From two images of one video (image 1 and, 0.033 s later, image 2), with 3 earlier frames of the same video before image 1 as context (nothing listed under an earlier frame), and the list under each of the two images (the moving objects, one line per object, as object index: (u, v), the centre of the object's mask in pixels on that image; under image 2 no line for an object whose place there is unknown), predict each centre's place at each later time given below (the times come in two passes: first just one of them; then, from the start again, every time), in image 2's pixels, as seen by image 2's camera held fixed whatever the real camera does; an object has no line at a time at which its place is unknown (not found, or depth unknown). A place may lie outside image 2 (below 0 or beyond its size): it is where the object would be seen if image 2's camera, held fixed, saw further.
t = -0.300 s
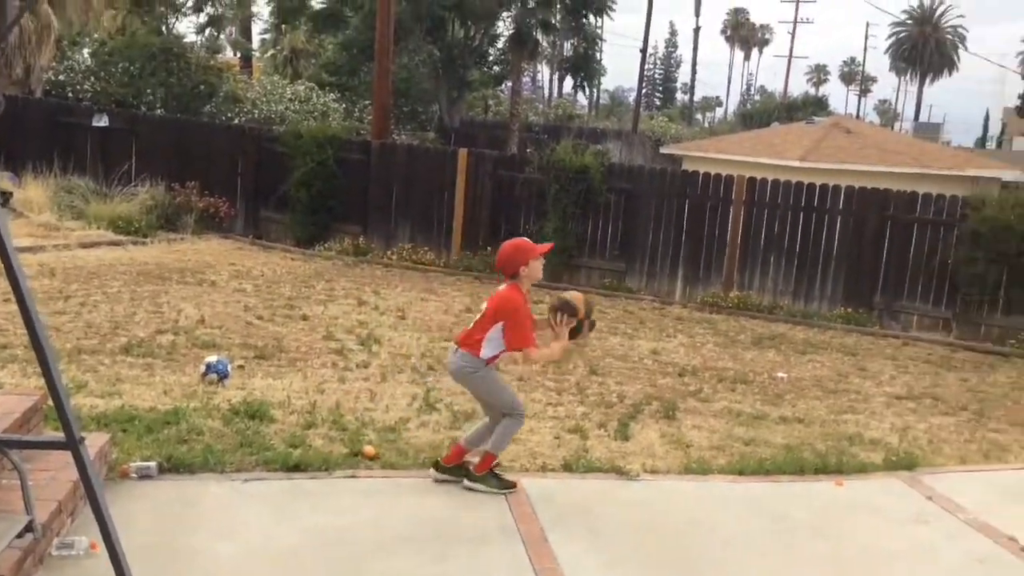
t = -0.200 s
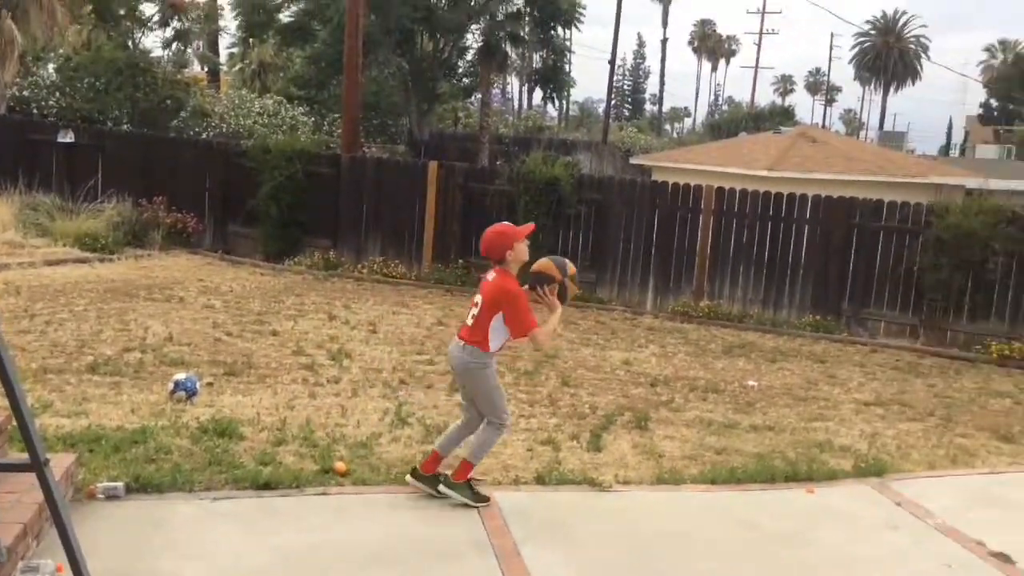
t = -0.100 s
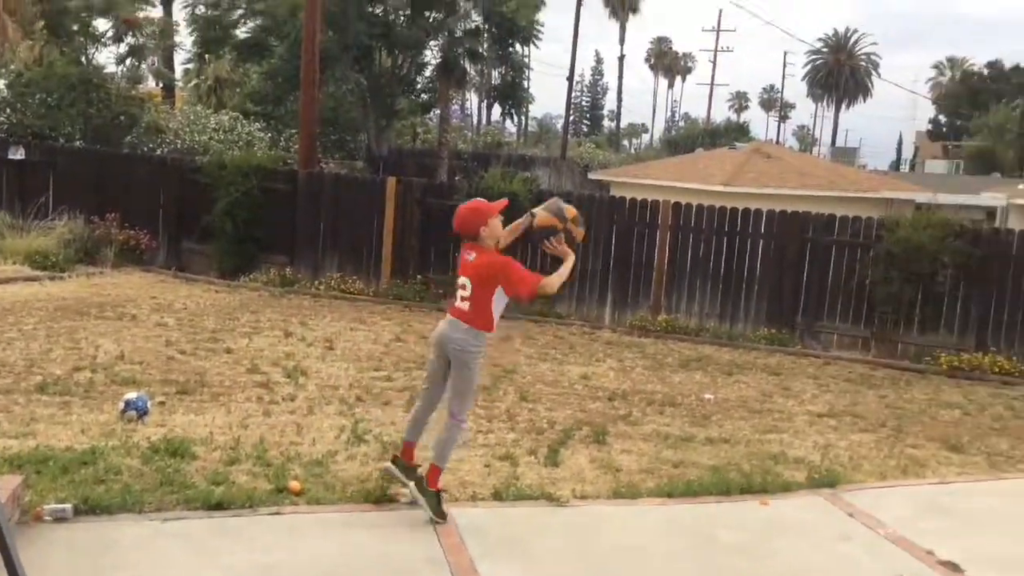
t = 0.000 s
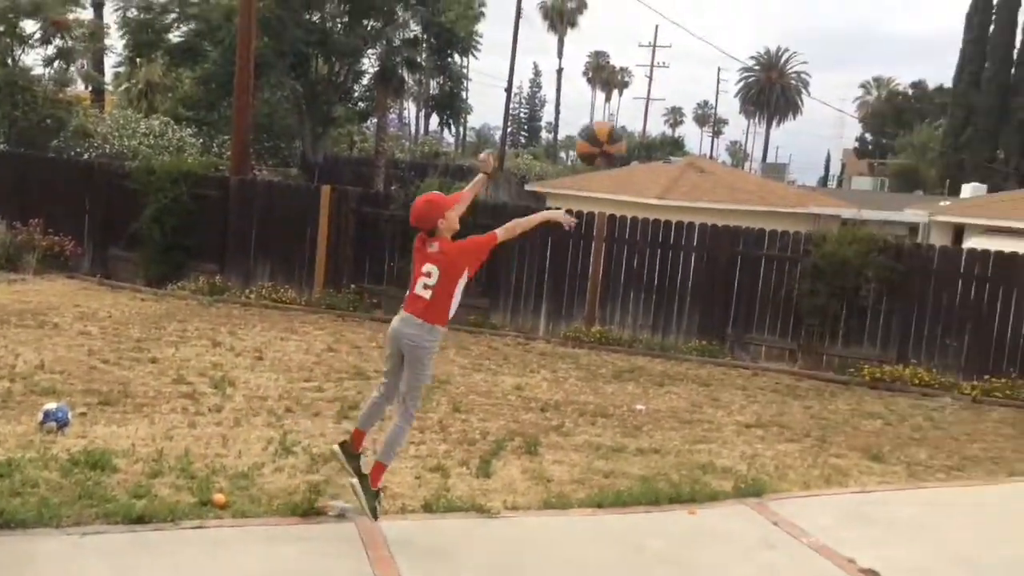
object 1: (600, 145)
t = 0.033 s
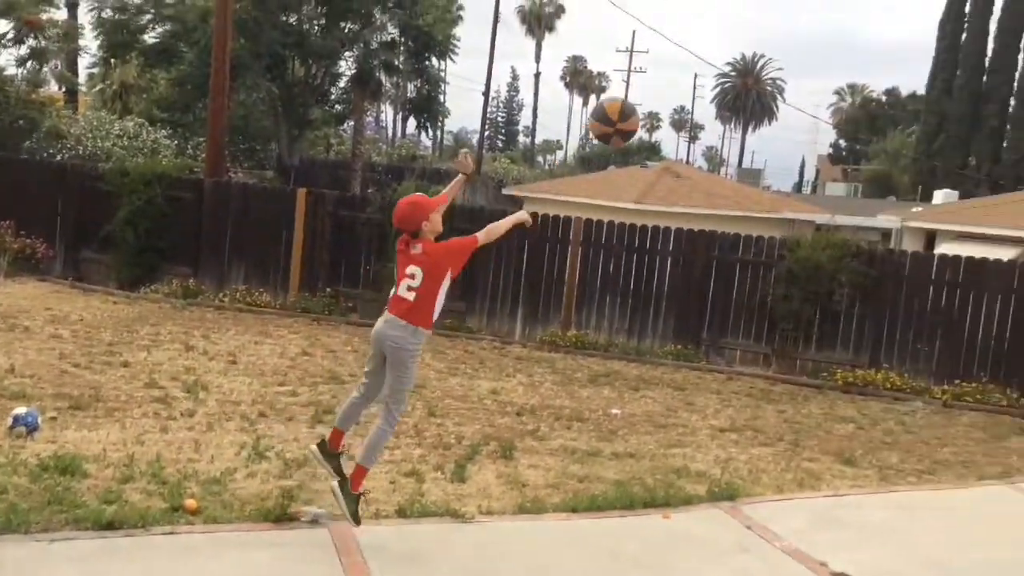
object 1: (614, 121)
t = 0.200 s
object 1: (794, 15)
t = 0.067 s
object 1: (651, 95)
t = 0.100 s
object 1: (688, 71)
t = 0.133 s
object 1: (724, 50)
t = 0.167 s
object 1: (759, 31)
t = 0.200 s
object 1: (794, 15)
